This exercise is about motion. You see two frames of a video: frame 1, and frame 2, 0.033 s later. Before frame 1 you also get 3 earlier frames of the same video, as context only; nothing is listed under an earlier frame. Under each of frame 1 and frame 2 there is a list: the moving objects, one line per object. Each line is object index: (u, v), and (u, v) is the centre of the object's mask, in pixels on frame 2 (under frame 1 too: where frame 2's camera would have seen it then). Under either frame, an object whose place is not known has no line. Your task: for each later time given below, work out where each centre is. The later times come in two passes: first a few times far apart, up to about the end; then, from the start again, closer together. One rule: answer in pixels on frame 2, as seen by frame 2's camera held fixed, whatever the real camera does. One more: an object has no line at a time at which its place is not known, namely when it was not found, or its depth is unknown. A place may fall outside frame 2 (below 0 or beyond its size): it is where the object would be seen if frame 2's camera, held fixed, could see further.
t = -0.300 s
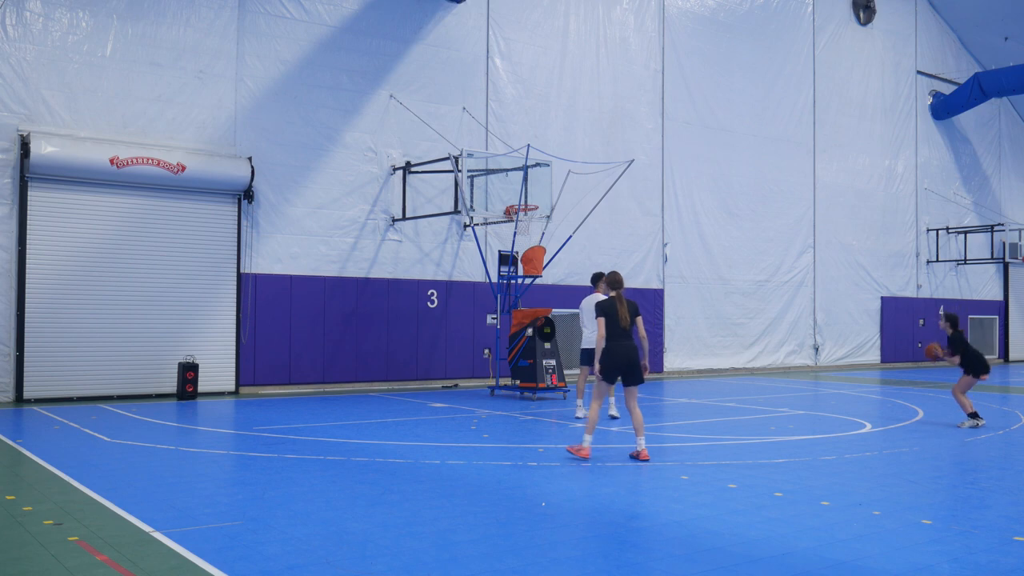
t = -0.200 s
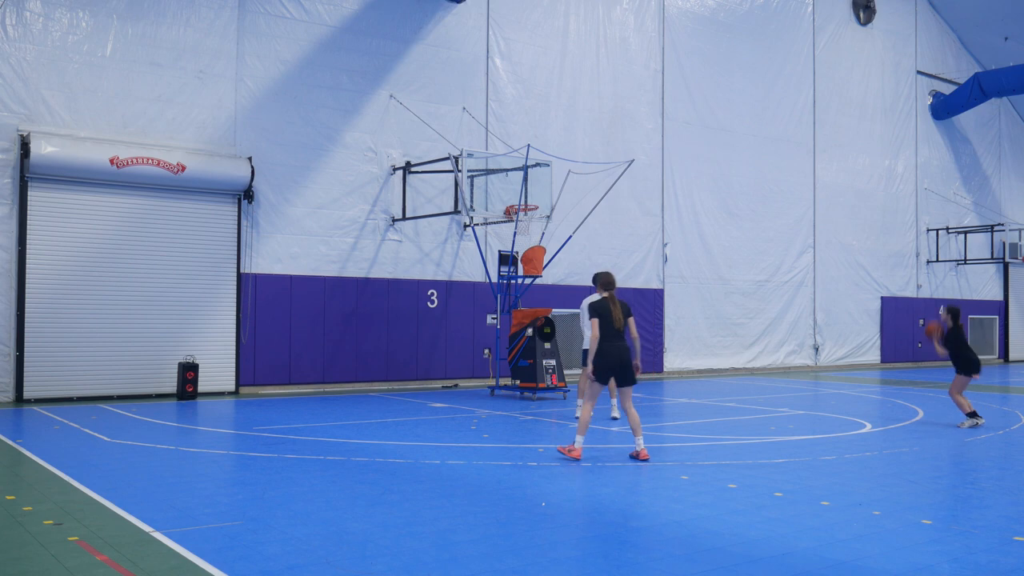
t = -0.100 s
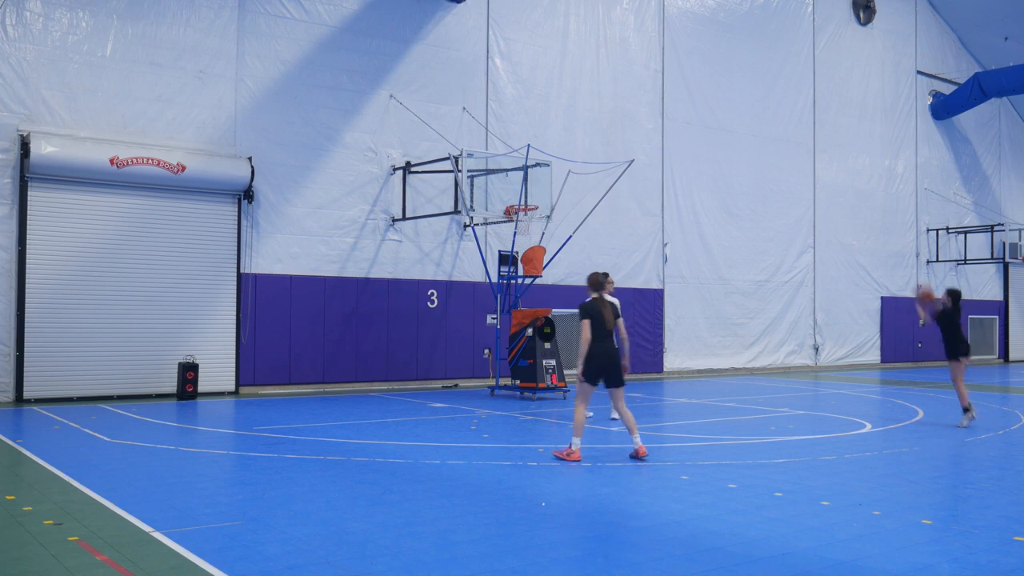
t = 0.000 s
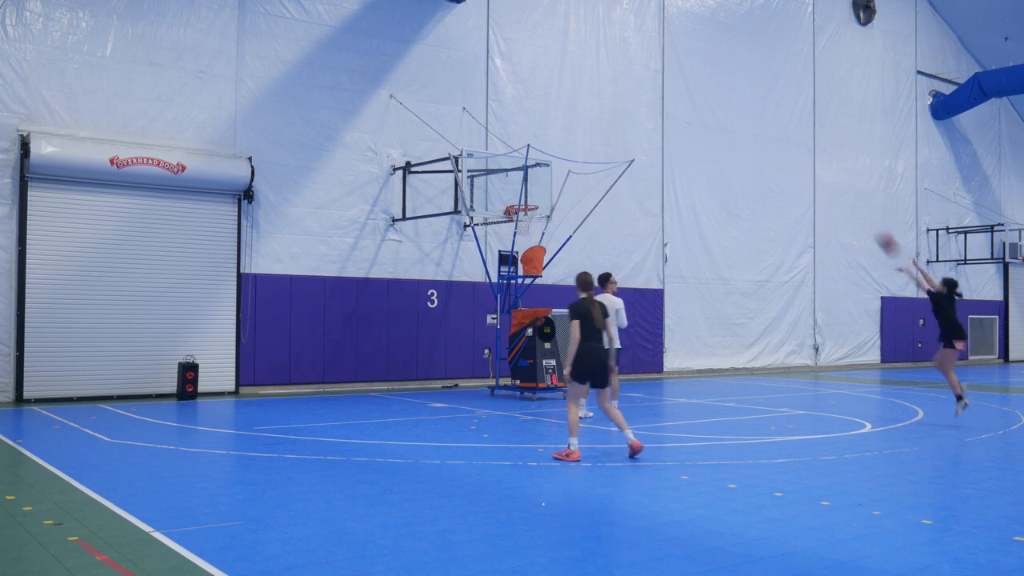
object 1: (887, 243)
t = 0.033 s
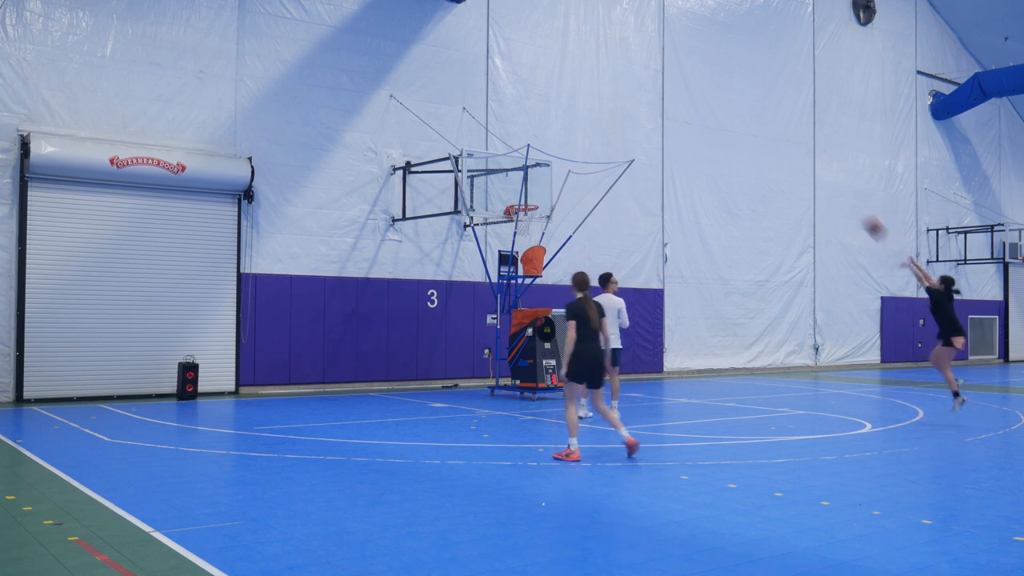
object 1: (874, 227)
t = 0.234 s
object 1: (797, 153)
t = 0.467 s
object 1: (719, 111)
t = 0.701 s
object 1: (649, 108)
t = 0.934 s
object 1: (585, 138)
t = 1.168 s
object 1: (529, 197)
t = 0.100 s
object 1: (847, 199)
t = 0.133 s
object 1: (835, 186)
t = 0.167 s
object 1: (822, 174)
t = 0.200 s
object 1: (809, 163)
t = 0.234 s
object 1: (797, 153)
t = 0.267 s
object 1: (785, 145)
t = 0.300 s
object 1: (774, 137)
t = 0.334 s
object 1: (763, 130)
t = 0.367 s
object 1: (751, 124)
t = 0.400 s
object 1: (740, 119)
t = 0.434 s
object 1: (729, 115)
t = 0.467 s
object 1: (719, 111)
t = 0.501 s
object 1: (708, 109)
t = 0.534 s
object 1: (698, 107)
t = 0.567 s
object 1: (688, 105)
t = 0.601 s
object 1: (678, 105)
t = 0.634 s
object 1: (668, 105)
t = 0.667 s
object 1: (658, 106)
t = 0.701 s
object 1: (649, 108)
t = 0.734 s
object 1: (639, 110)
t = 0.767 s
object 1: (630, 113)
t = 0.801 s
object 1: (621, 117)
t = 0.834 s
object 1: (612, 121)
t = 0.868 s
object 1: (603, 126)
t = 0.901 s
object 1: (594, 132)
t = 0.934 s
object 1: (585, 138)
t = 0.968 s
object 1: (577, 145)
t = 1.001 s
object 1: (569, 152)
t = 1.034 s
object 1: (562, 158)
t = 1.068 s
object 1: (553, 168)
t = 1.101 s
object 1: (544, 178)
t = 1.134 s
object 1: (537, 187)
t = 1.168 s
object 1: (529, 197)
